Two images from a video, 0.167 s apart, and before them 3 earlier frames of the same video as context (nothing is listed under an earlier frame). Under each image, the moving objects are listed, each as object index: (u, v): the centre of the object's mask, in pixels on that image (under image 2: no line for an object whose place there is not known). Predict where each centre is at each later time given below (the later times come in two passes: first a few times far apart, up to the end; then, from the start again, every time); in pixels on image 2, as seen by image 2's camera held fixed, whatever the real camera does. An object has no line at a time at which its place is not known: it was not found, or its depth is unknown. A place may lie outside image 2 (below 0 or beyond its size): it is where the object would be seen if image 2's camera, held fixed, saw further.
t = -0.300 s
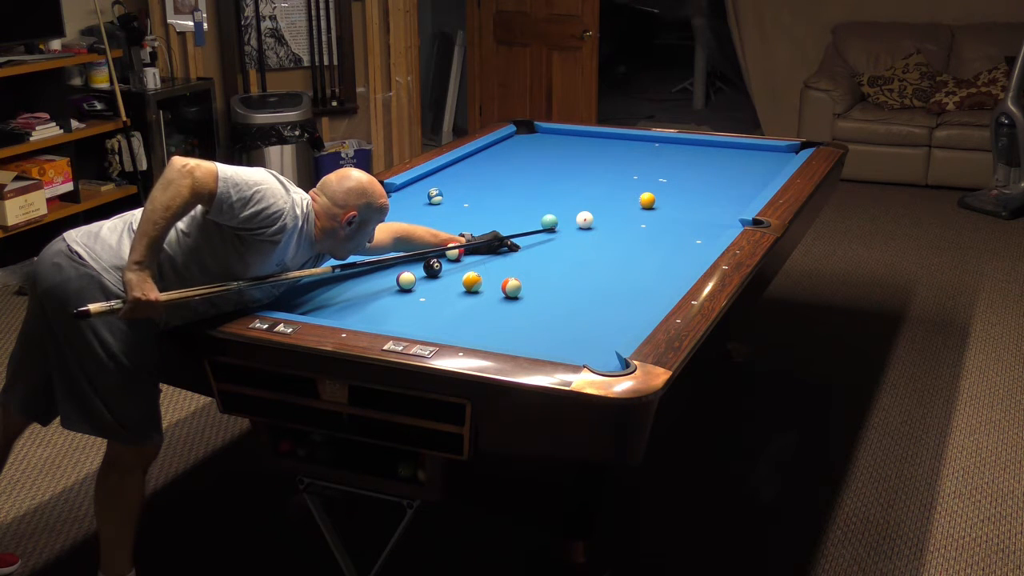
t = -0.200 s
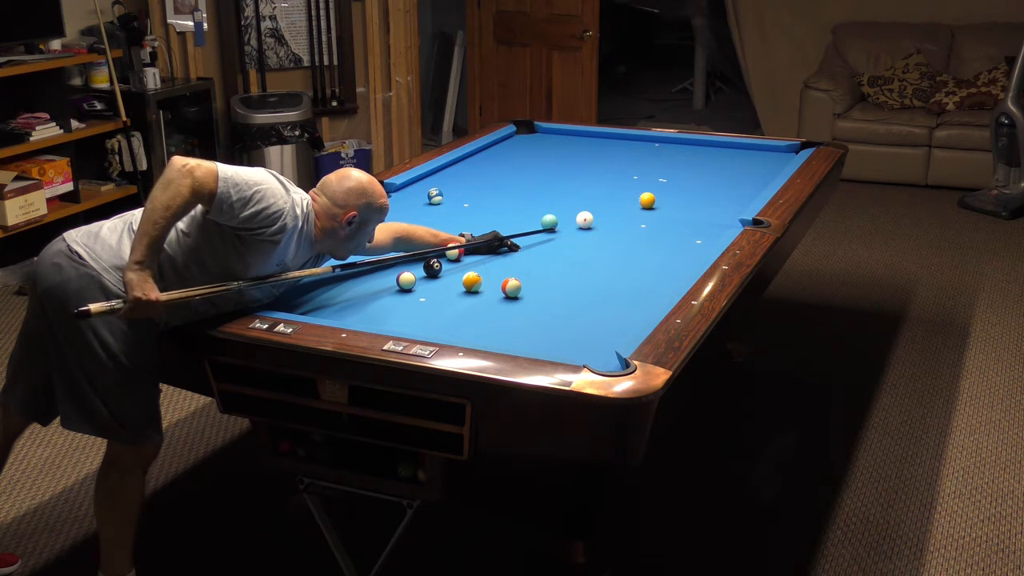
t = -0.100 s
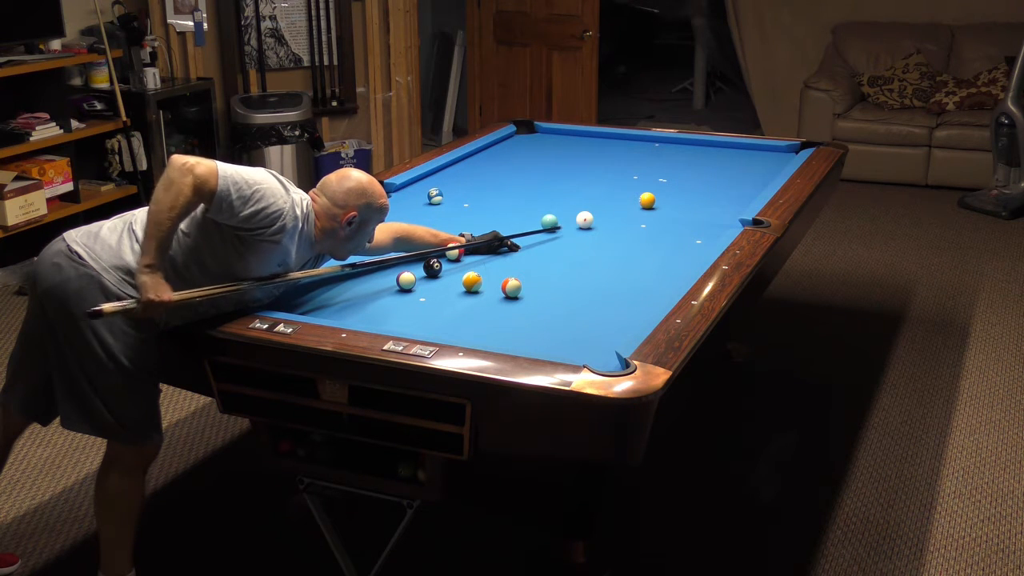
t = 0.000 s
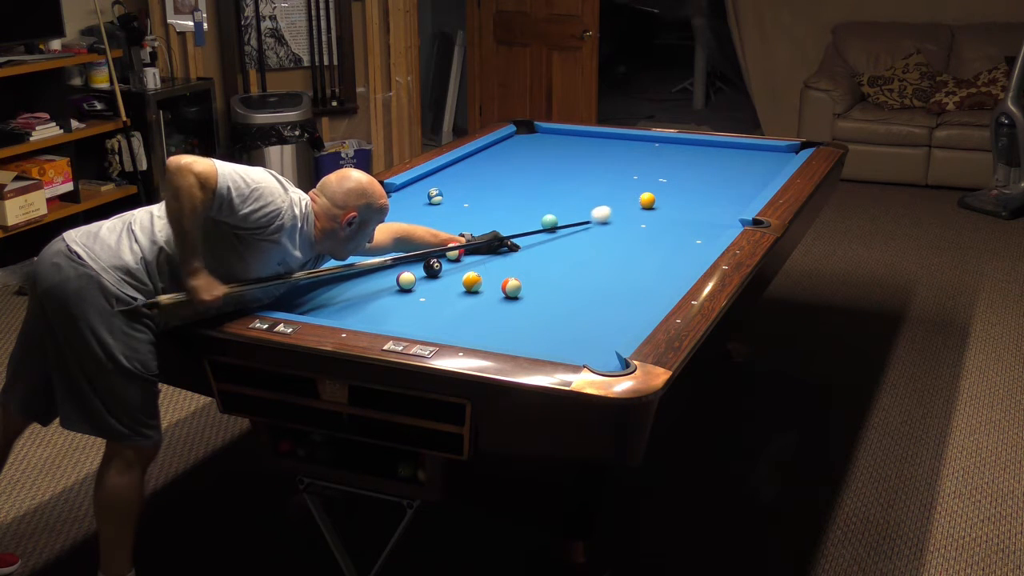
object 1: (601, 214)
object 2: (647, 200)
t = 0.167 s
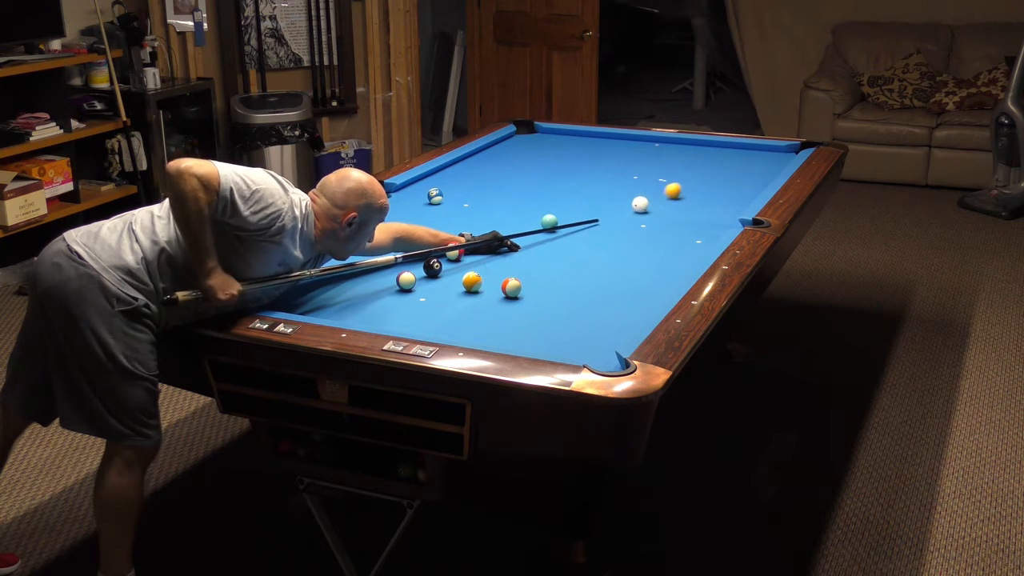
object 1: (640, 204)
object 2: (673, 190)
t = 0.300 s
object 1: (642, 205)
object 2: (708, 178)
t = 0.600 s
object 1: (646, 208)
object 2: (767, 156)
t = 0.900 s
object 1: (650, 210)
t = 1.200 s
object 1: (653, 211)
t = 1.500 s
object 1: (655, 212)
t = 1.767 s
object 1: (656, 212)
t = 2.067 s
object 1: (657, 213)
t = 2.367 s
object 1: (657, 213)
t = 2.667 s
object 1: (657, 213)
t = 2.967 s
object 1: (657, 213)
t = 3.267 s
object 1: (657, 213)
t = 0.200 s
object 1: (640, 205)
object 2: (682, 187)
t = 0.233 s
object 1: (641, 205)
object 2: (691, 184)
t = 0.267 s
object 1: (642, 205)
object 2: (699, 181)
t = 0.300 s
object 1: (642, 205)
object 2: (708, 178)
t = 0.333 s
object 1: (643, 205)
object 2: (715, 175)
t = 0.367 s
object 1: (643, 206)
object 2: (723, 173)
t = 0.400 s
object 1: (644, 206)
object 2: (730, 170)
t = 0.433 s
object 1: (644, 206)
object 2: (736, 168)
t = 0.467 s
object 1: (644, 207)
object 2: (743, 165)
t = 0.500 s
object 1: (645, 207)
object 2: (749, 163)
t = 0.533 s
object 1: (646, 207)
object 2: (756, 161)
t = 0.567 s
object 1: (646, 208)
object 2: (762, 159)
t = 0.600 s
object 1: (646, 208)
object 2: (767, 156)
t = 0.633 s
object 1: (647, 208)
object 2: (774, 154)
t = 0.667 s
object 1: (647, 208)
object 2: (780, 152)
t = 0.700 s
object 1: (648, 208)
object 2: (785, 150)
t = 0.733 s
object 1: (648, 209)
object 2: (791, 147)
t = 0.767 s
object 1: (649, 209)
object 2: (799, 147)
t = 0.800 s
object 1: (649, 209)
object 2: (807, 147)
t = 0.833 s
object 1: (650, 209)
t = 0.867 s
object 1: (650, 209)
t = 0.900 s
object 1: (650, 210)
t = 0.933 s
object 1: (651, 210)
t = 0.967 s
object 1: (651, 210)
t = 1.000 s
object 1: (651, 210)
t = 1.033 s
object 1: (652, 210)
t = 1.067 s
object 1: (652, 210)
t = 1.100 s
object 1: (653, 211)
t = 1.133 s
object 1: (653, 211)
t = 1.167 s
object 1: (653, 211)
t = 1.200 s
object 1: (653, 211)
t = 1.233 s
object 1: (653, 211)
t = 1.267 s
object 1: (654, 211)
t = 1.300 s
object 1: (654, 211)
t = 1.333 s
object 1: (654, 211)
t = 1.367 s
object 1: (654, 212)
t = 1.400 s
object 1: (654, 212)
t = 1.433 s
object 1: (654, 212)
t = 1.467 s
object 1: (655, 212)
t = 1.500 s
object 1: (655, 212)
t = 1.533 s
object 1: (655, 212)
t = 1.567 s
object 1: (655, 212)
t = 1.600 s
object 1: (655, 212)
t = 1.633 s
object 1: (655, 212)
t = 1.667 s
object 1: (655, 212)
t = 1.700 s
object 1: (655, 212)
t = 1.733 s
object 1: (655, 212)
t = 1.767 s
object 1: (656, 212)
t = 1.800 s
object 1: (656, 212)
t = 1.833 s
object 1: (656, 212)
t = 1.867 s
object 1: (656, 213)
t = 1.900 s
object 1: (656, 213)
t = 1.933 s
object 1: (656, 213)
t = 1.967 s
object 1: (656, 213)
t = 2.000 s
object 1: (656, 213)
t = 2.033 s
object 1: (656, 213)
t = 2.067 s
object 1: (657, 213)
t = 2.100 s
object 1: (656, 213)
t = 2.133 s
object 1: (656, 213)
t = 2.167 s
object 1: (656, 213)
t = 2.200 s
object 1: (656, 213)
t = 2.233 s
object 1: (657, 213)
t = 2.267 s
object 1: (657, 213)
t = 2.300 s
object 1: (657, 213)
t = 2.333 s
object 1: (657, 213)
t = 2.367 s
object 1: (657, 213)
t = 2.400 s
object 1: (657, 213)
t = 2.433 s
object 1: (657, 213)
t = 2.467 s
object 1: (657, 213)
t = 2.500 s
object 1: (657, 213)
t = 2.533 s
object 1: (657, 213)
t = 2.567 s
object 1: (657, 213)
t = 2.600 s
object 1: (657, 213)
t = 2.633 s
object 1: (657, 213)
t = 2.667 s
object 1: (657, 213)
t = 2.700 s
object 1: (657, 213)
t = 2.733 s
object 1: (657, 213)
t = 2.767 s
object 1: (657, 213)
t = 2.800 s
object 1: (657, 213)
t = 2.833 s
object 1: (657, 213)
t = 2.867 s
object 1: (657, 213)
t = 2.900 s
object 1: (657, 213)
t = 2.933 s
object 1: (657, 213)
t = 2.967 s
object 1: (657, 213)
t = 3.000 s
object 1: (657, 213)
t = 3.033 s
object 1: (657, 213)
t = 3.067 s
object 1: (657, 213)
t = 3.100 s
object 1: (657, 213)
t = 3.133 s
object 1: (657, 213)
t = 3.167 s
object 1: (657, 213)
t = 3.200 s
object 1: (657, 213)
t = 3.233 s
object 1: (657, 213)
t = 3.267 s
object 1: (657, 213)
